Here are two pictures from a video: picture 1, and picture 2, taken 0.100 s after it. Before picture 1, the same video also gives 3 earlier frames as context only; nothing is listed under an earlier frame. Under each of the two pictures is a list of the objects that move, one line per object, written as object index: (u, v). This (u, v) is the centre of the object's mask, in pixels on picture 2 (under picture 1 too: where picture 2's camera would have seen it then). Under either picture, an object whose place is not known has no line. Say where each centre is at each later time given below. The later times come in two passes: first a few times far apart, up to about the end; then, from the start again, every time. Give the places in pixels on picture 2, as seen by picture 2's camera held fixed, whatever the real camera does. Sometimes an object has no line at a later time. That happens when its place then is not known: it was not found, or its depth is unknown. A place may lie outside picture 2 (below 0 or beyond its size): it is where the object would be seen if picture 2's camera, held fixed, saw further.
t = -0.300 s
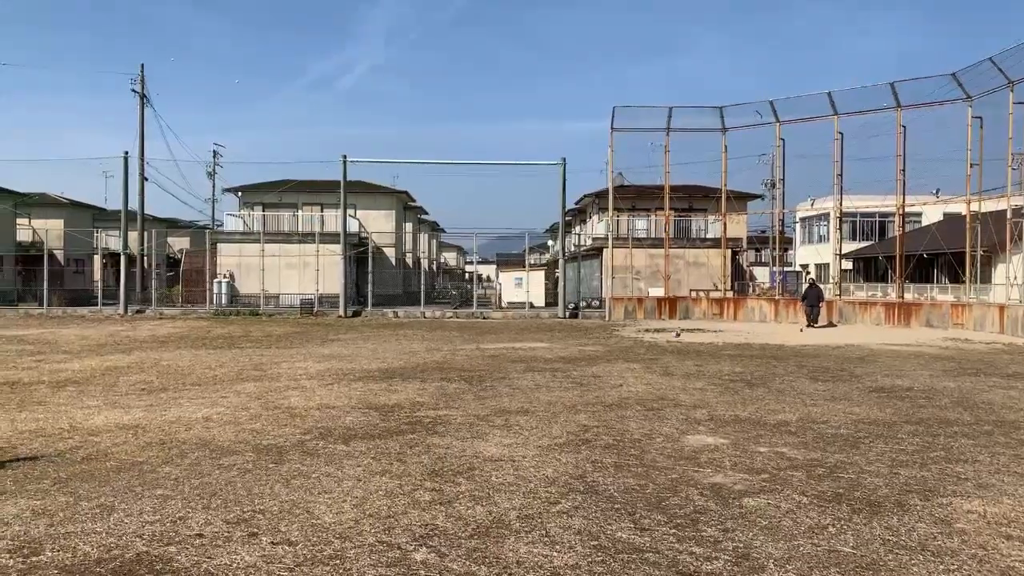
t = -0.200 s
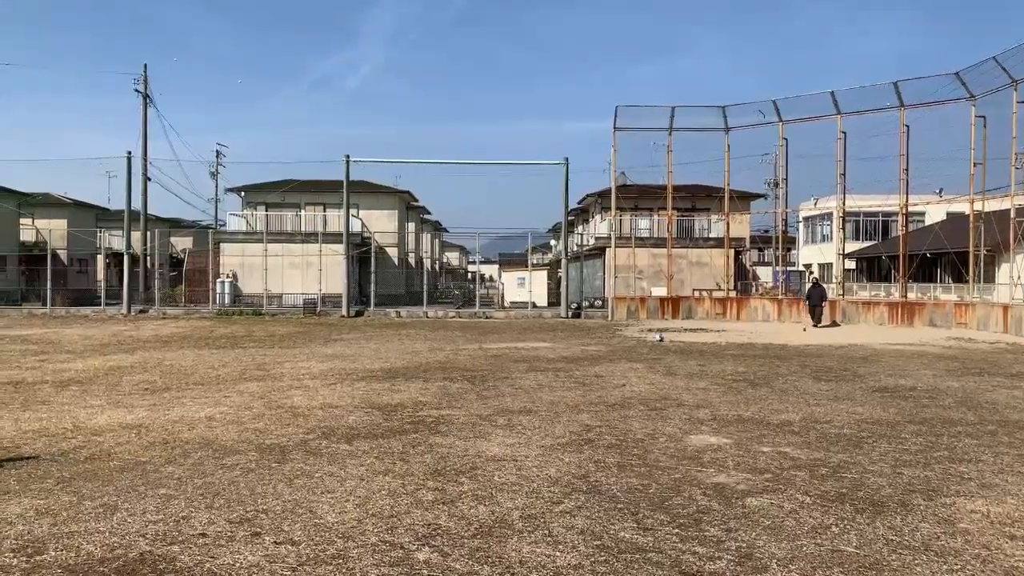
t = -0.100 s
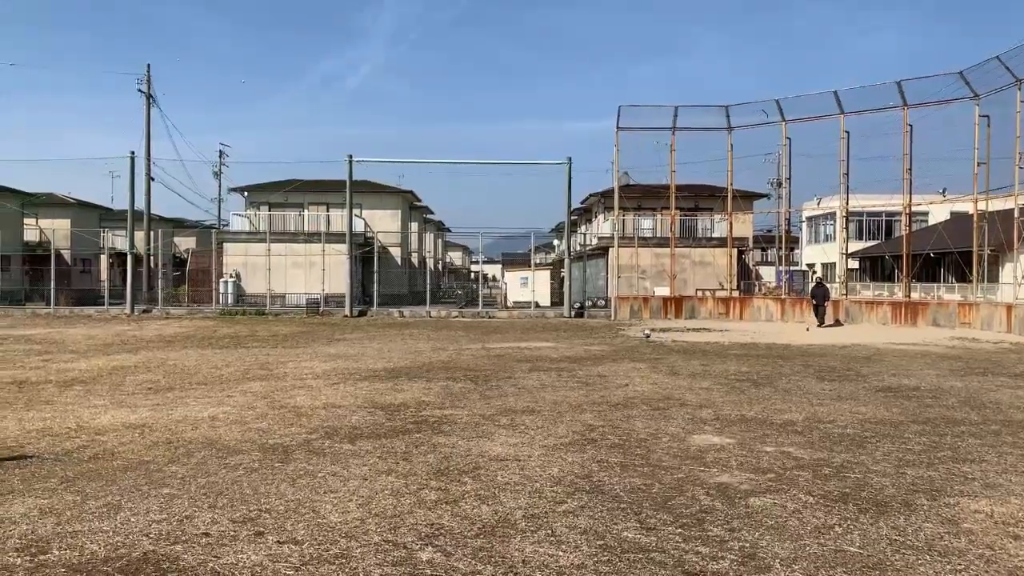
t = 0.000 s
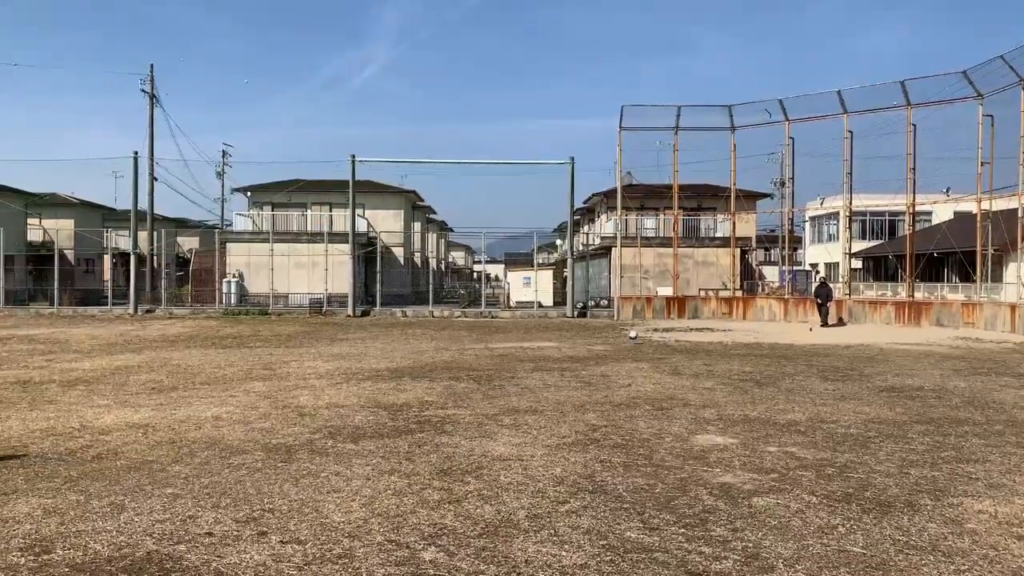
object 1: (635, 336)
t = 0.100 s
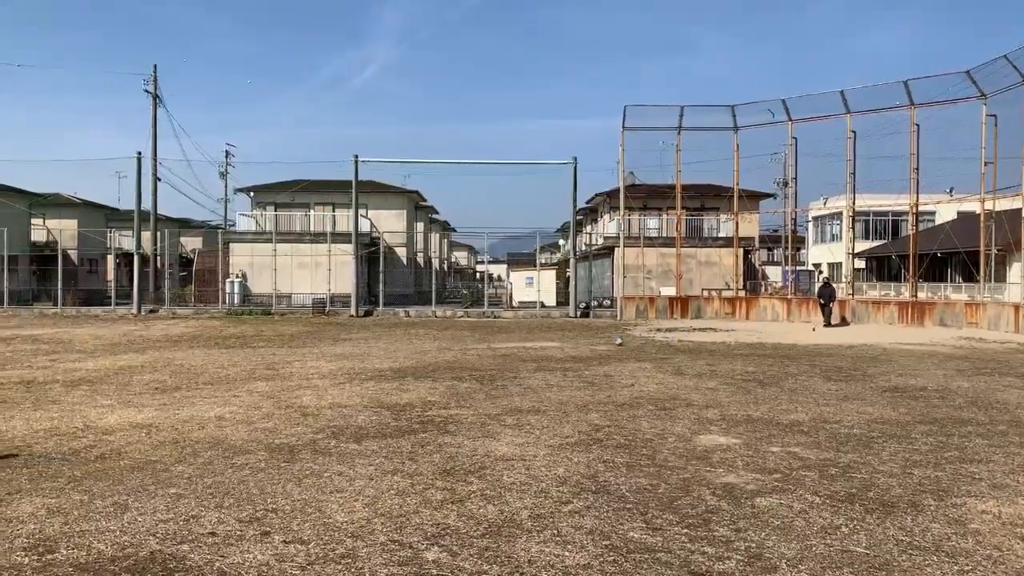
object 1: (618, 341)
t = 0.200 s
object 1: (600, 340)
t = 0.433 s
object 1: (556, 345)
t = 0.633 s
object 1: (512, 351)
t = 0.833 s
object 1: (465, 353)
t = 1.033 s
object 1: (412, 361)
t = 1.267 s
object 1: (342, 369)
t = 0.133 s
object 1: (612, 340)
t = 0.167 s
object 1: (607, 340)
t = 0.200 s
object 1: (600, 340)
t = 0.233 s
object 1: (594, 341)
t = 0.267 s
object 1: (588, 343)
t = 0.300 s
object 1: (581, 344)
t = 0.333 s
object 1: (575, 346)
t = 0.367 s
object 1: (569, 345)
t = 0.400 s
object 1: (562, 345)
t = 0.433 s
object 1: (556, 345)
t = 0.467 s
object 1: (548, 346)
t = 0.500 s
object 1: (541, 347)
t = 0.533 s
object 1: (534, 350)
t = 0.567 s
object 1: (527, 350)
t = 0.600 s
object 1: (520, 350)
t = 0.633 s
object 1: (512, 351)
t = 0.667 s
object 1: (505, 352)
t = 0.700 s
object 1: (497, 352)
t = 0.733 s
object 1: (489, 352)
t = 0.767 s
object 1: (480, 353)
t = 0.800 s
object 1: (473, 353)
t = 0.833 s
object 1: (465, 353)
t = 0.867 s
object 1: (457, 353)
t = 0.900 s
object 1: (448, 355)
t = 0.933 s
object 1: (439, 357)
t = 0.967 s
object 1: (430, 359)
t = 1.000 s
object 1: (421, 361)
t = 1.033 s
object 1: (412, 361)
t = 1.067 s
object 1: (402, 362)
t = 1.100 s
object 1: (394, 364)
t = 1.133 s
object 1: (383, 365)
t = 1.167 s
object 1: (374, 366)
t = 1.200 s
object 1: (364, 367)
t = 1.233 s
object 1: (352, 367)
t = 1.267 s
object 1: (342, 369)
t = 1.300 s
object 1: (332, 370)
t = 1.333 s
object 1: (320, 370)
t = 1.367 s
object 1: (310, 369)
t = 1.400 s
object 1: (299, 370)
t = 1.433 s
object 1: (287, 373)
